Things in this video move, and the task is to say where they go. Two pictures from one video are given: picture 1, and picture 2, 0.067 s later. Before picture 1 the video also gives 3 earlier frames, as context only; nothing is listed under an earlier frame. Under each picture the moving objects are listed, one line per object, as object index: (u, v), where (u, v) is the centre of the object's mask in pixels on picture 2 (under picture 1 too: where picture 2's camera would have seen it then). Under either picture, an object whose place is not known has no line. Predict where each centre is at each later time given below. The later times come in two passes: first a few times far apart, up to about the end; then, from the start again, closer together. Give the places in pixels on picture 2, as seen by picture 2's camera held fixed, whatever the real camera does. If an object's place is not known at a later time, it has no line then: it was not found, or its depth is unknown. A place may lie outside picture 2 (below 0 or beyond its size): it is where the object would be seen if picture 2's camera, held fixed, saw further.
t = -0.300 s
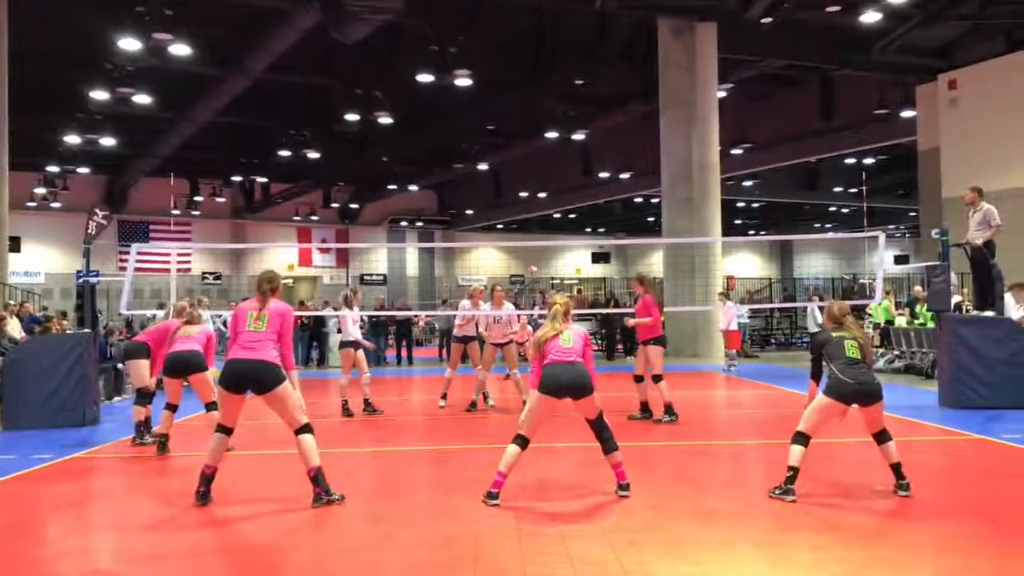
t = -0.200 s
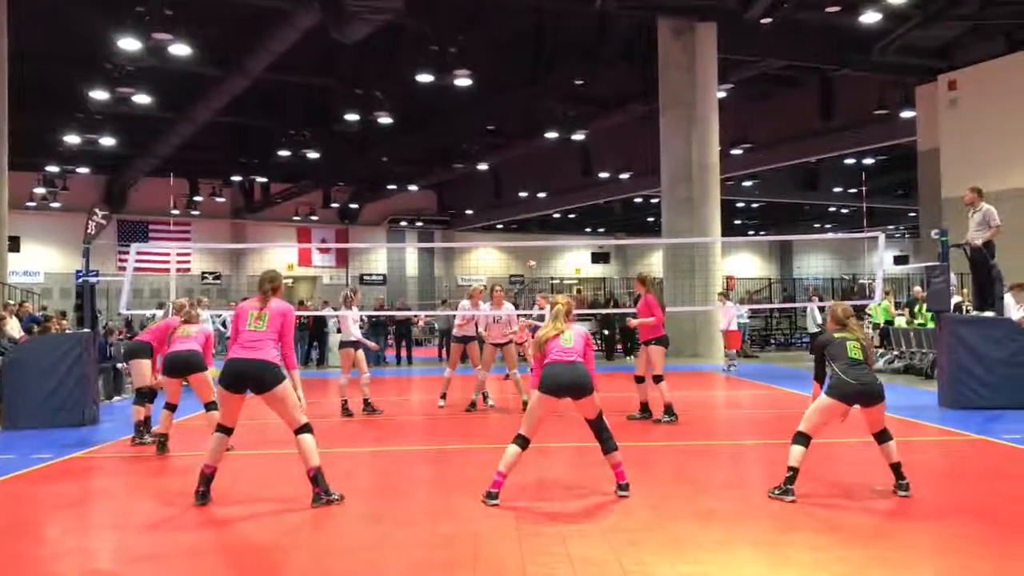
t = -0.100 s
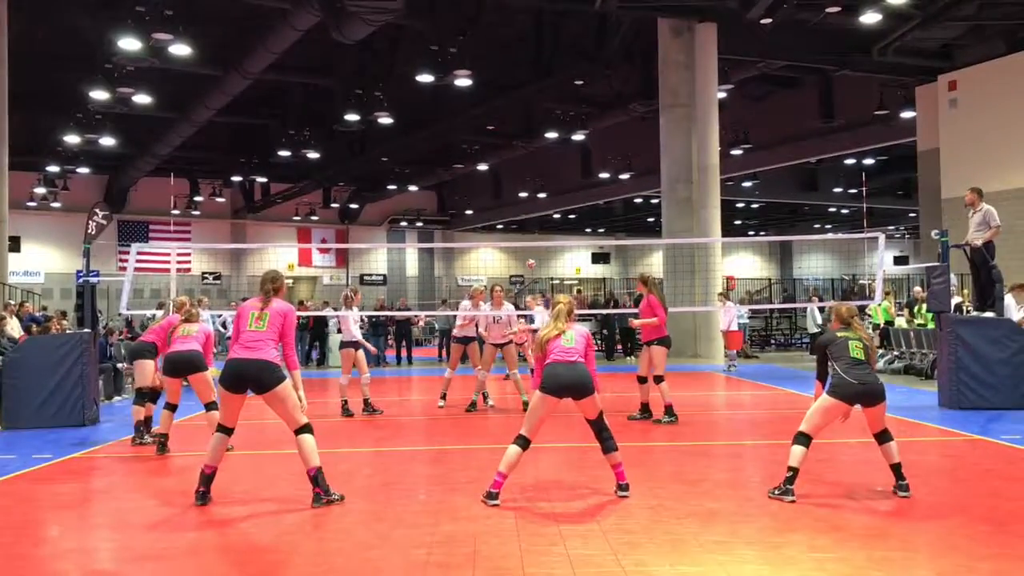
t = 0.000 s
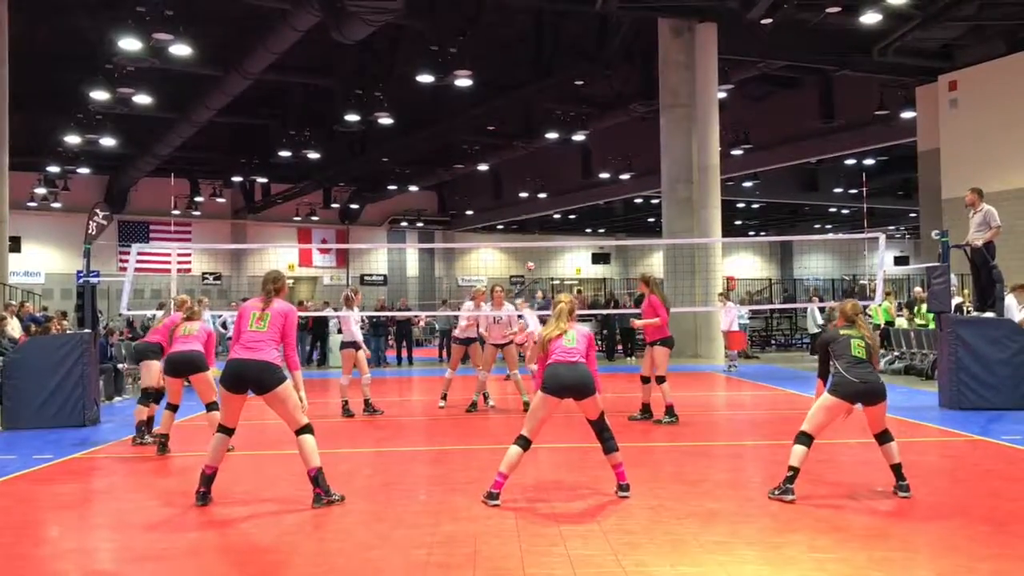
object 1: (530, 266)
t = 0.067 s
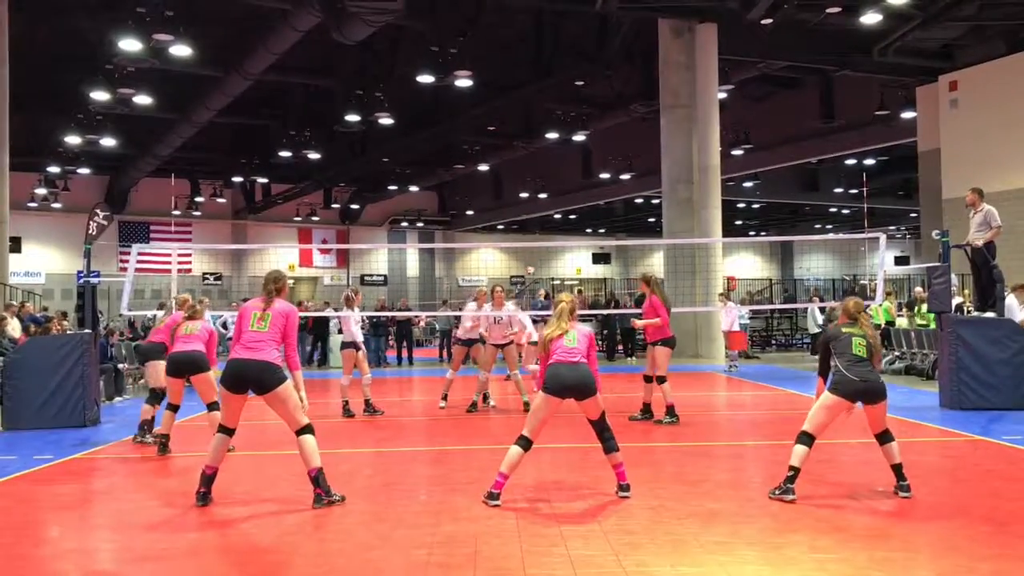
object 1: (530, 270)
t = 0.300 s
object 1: (541, 235)
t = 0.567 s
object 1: (557, 208)
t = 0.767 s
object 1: (582, 215)
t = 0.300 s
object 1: (541, 235)
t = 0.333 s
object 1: (542, 230)
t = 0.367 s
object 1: (543, 226)
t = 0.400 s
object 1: (545, 221)
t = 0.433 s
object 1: (547, 218)
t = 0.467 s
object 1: (549, 214)
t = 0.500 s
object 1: (552, 212)
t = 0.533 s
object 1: (554, 210)
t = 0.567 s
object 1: (557, 208)
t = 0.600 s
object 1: (560, 207)
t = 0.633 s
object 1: (563, 207)
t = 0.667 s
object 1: (567, 208)
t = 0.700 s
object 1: (572, 209)
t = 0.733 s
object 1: (577, 212)
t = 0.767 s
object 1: (582, 215)
